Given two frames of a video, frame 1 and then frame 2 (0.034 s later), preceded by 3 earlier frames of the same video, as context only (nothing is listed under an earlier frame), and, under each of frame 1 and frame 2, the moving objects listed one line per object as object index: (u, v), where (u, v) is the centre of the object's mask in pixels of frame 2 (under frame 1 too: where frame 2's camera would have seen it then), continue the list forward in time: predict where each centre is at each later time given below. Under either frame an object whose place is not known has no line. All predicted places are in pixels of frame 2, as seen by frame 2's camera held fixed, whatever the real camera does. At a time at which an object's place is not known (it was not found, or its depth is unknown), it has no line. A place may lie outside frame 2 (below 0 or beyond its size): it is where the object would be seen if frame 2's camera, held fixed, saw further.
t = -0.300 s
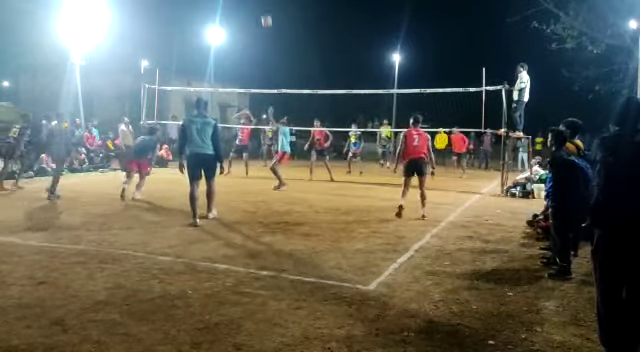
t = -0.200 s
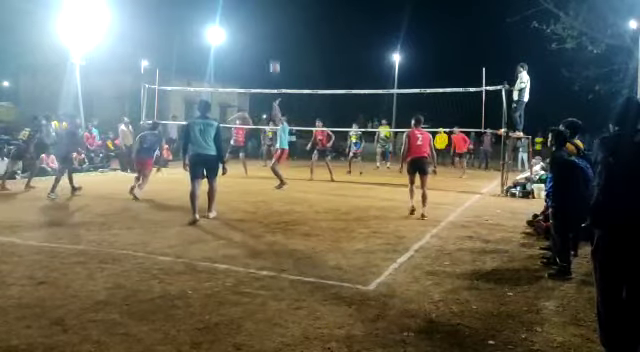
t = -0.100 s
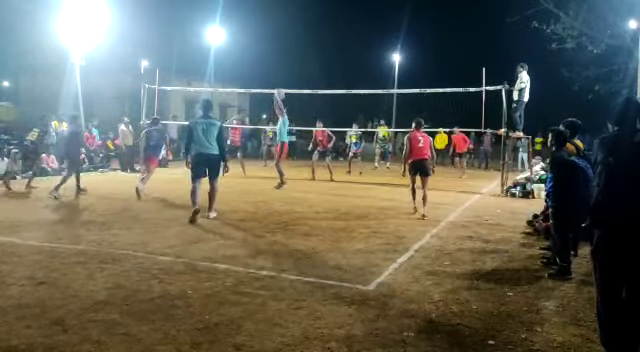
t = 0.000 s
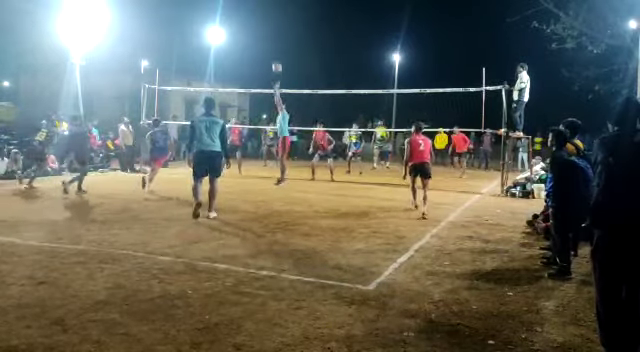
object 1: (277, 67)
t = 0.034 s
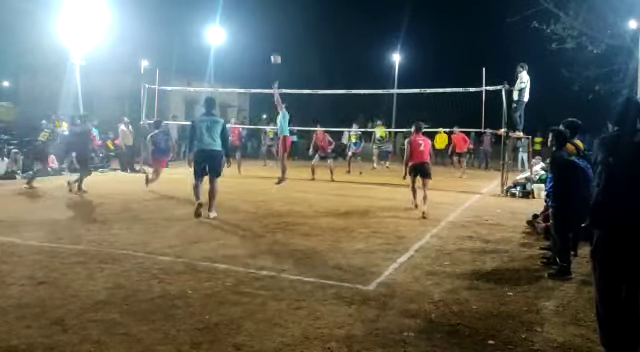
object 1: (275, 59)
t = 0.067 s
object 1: (274, 52)
